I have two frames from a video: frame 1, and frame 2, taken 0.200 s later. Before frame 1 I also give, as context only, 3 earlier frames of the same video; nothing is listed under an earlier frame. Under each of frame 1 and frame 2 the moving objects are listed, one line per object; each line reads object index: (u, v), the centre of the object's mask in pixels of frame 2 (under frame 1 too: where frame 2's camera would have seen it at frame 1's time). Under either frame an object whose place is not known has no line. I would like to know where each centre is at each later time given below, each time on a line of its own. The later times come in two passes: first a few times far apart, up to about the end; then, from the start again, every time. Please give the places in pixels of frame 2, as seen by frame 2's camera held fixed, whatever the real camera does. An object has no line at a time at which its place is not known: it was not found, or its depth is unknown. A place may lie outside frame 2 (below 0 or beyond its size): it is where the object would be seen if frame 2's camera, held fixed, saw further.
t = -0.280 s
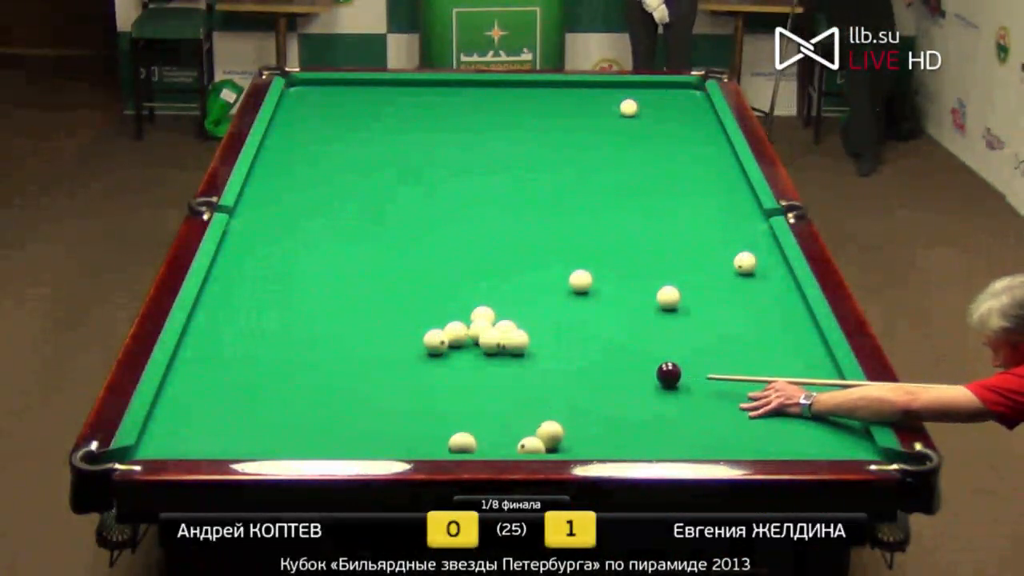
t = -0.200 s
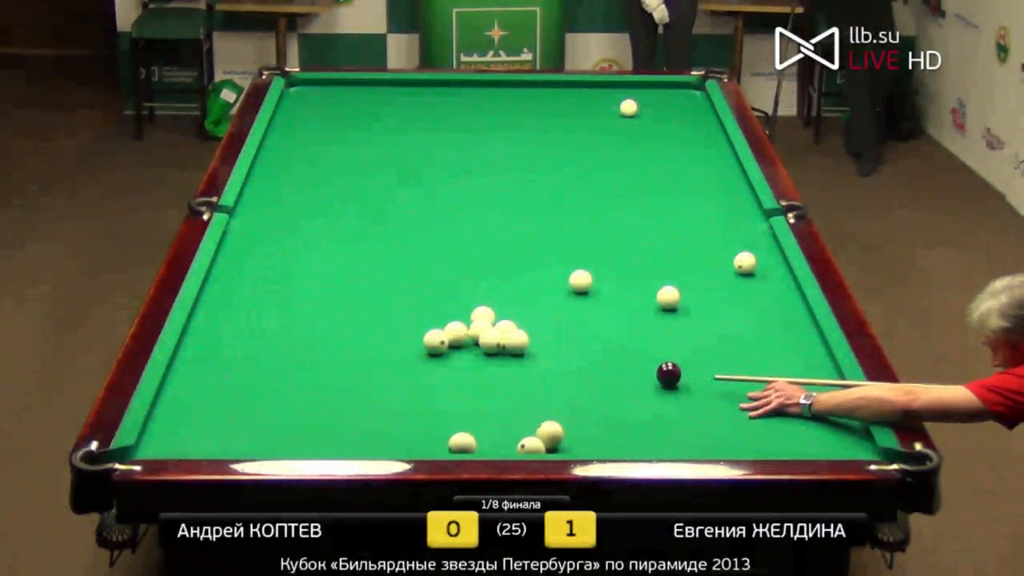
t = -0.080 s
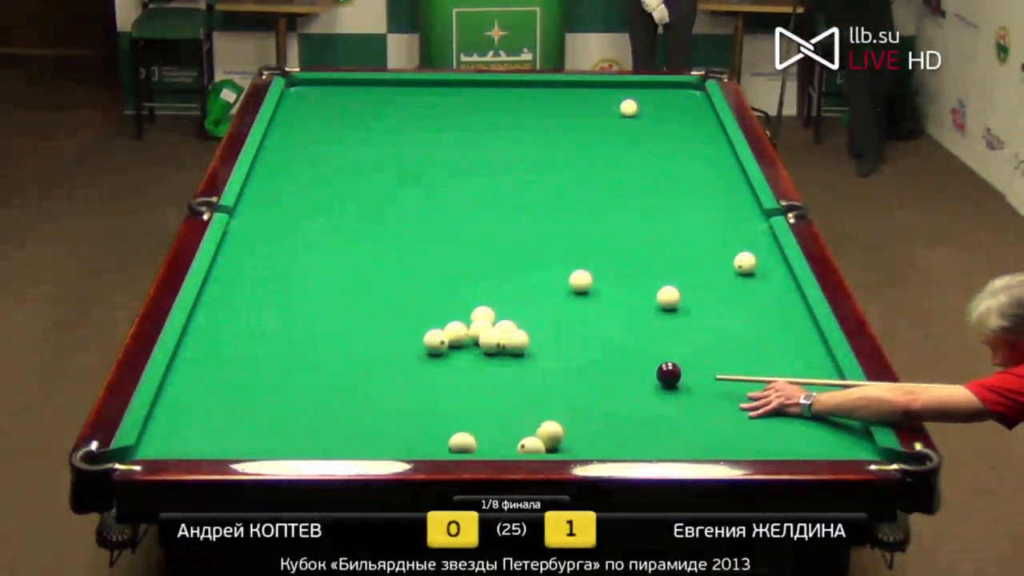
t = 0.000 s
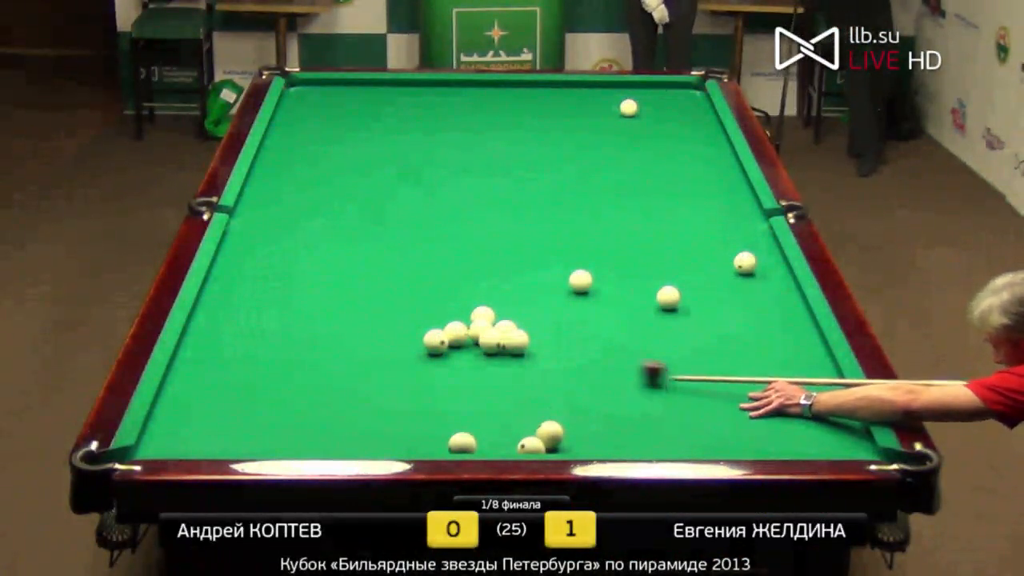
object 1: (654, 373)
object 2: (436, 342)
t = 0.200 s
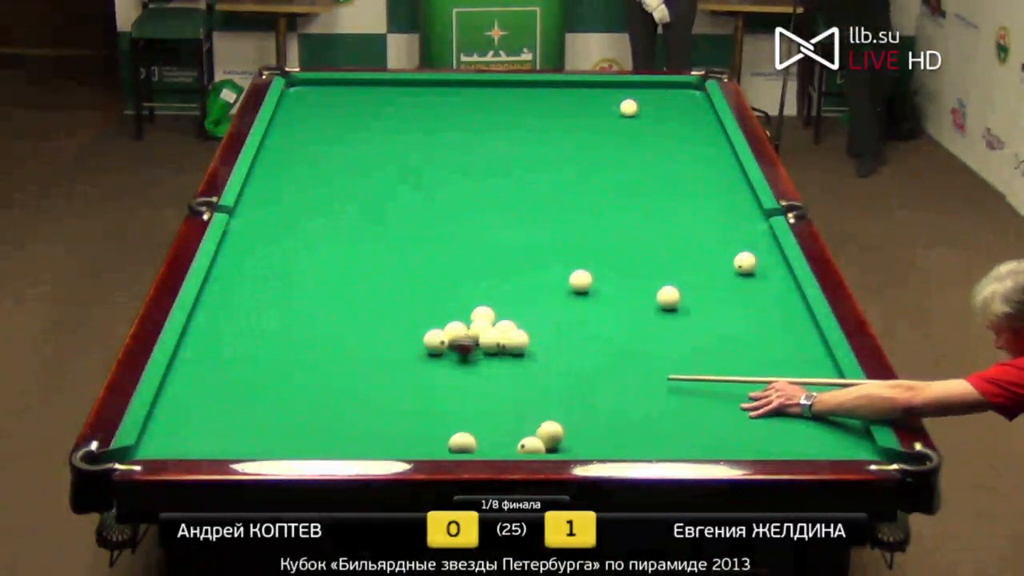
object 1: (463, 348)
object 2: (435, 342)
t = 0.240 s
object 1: (451, 351)
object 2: (417, 336)
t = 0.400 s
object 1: (428, 363)
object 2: (331, 313)
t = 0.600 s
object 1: (402, 376)
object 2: (247, 290)
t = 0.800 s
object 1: (376, 391)
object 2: (251, 273)
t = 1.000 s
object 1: (349, 405)
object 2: (301, 260)
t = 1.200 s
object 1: (322, 419)
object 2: (346, 249)
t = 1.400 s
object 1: (294, 433)
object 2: (388, 237)
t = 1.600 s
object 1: (267, 443)
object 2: (428, 226)
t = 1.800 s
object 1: (251, 443)
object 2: (466, 216)
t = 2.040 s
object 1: (239, 438)
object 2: (508, 205)
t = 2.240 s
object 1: (231, 433)
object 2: (542, 195)
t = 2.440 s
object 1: (223, 427)
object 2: (573, 187)
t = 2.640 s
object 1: (215, 422)
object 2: (604, 178)
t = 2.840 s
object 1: (208, 417)
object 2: (632, 171)
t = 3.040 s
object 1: (203, 412)
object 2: (660, 163)
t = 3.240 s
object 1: (197, 408)
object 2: (686, 156)
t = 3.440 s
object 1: (191, 404)
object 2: (711, 149)
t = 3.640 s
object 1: (187, 401)
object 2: (717, 144)
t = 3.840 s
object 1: (183, 399)
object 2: (701, 140)
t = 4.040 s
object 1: (179, 396)
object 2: (687, 136)
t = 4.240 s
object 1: (176, 394)
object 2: (673, 132)
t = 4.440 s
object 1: (173, 392)
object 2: (659, 128)
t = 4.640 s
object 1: (171, 390)
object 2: (647, 125)
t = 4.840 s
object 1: (172, 389)
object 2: (635, 121)
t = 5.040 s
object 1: (173, 389)
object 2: (623, 119)
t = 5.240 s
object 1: (173, 389)
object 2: (612, 116)
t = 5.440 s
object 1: (173, 389)
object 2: (601, 113)
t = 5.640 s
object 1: (173, 389)
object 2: (591, 110)
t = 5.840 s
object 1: (173, 389)
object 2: (582, 108)
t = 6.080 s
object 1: (173, 389)
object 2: (571, 105)
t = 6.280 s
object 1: (173, 389)
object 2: (562, 103)
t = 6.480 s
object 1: (173, 388)
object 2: (555, 101)
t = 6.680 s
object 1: (173, 388)
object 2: (547, 99)
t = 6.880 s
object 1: (173, 389)
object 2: (540, 97)
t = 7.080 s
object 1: (173, 388)
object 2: (533, 96)
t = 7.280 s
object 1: (173, 389)
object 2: (527, 94)
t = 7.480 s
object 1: (173, 389)
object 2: (521, 93)
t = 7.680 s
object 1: (173, 389)
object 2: (516, 91)
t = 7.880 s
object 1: (173, 389)
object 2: (510, 90)
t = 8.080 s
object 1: (173, 388)
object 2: (505, 89)
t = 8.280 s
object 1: (173, 388)
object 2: (501, 88)
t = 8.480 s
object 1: (173, 389)
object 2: (497, 87)
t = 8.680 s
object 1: (173, 388)
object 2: (493, 87)
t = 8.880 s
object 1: (173, 388)
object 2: (490, 86)
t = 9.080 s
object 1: (173, 388)
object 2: (488, 86)
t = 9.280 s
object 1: (173, 388)
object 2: (486, 85)
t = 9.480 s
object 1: (173, 388)
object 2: (485, 85)
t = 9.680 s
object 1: (173, 388)
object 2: (484, 85)
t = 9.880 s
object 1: (173, 388)
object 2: (484, 85)
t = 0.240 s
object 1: (451, 351)
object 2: (417, 336)
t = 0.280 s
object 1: (444, 353)
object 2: (394, 330)
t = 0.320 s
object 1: (439, 358)
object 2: (372, 323)
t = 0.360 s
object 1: (433, 360)
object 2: (350, 318)
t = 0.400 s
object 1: (428, 363)
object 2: (331, 313)
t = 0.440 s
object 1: (423, 365)
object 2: (312, 307)
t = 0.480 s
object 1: (418, 368)
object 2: (295, 303)
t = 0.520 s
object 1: (412, 371)
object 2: (279, 298)
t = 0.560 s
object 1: (407, 374)
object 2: (263, 294)
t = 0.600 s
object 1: (402, 376)
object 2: (247, 290)
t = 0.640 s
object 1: (397, 379)
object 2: (232, 285)
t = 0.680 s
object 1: (392, 382)
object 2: (217, 281)
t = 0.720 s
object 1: (386, 385)
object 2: (225, 278)
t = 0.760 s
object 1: (381, 388)
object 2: (239, 275)
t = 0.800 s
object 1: (376, 391)
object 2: (251, 273)
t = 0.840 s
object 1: (370, 393)
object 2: (263, 271)
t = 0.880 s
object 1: (365, 396)
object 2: (273, 268)
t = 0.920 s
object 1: (360, 399)
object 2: (283, 265)
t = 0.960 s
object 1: (354, 402)
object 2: (292, 263)
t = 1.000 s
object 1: (349, 405)
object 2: (301, 260)
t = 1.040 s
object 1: (344, 408)
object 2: (310, 258)
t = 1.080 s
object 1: (338, 410)
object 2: (319, 255)
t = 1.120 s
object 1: (333, 413)
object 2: (328, 253)
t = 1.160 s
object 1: (327, 416)
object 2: (337, 251)
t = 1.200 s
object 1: (322, 419)
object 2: (346, 249)
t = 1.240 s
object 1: (316, 422)
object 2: (354, 246)
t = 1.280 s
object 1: (311, 425)
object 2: (363, 244)
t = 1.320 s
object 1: (305, 428)
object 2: (371, 242)
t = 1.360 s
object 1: (300, 431)
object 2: (380, 239)
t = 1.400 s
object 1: (294, 433)
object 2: (388, 237)
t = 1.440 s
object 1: (288, 436)
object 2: (396, 235)
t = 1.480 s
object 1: (283, 438)
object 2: (404, 233)
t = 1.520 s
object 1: (278, 440)
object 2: (412, 231)
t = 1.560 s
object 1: (272, 442)
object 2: (420, 228)
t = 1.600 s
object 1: (267, 443)
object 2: (428, 226)
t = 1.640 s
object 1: (261, 445)
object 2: (436, 224)
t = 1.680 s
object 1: (256, 446)
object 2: (443, 222)
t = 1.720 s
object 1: (255, 445)
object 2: (451, 220)
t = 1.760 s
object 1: (253, 444)
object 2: (458, 218)
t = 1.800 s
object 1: (251, 443)
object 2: (466, 216)
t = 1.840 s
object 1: (249, 442)
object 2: (473, 214)
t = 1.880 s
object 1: (247, 441)
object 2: (480, 212)
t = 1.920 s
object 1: (245, 441)
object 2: (487, 210)
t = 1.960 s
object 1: (243, 440)
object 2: (494, 208)
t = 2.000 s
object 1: (241, 439)
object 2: (501, 206)
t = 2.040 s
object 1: (239, 438)
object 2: (508, 205)
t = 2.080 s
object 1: (238, 437)
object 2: (515, 203)
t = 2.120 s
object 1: (236, 437)
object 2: (522, 201)
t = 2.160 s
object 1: (234, 435)
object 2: (528, 199)
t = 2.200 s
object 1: (232, 434)
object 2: (535, 197)
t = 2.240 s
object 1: (231, 433)
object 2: (542, 195)
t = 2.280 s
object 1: (229, 432)
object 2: (548, 194)
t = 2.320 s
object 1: (228, 431)
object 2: (555, 192)
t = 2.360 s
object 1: (226, 430)
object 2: (561, 190)
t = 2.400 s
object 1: (224, 428)
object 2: (567, 188)
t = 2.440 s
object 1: (223, 427)
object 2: (573, 187)
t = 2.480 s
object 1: (221, 426)
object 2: (580, 185)
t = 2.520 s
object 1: (220, 425)
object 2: (586, 183)
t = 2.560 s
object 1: (218, 424)
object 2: (592, 182)
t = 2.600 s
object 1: (217, 423)
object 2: (598, 180)
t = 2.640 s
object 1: (215, 422)
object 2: (604, 178)
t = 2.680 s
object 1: (214, 421)
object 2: (610, 177)
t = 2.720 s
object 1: (212, 420)
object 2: (615, 175)
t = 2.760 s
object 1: (211, 419)
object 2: (621, 174)
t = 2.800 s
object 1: (210, 418)
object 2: (627, 172)
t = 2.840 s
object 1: (208, 417)
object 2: (632, 171)
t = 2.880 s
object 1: (207, 416)
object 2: (638, 169)
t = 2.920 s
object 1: (206, 415)
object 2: (644, 167)
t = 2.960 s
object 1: (205, 414)
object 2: (649, 166)
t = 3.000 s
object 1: (204, 413)
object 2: (655, 165)
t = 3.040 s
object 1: (203, 412)
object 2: (660, 163)
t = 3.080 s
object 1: (202, 412)
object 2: (665, 162)
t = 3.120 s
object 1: (200, 411)
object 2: (671, 160)
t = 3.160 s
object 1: (199, 410)
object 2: (676, 159)
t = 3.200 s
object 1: (198, 409)
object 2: (681, 157)
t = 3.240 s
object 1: (197, 408)
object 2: (686, 156)
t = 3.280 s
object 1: (196, 407)
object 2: (691, 155)
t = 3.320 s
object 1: (194, 407)
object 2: (696, 153)
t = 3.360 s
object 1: (193, 406)
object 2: (701, 152)
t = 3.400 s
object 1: (192, 405)
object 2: (706, 151)
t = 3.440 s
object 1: (191, 404)
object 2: (711, 149)
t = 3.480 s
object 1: (191, 404)
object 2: (715, 148)
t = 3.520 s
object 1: (190, 403)
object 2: (720, 147)
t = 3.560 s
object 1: (189, 403)
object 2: (724, 145)
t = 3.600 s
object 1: (188, 402)
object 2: (720, 144)
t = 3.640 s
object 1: (187, 401)
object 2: (717, 144)
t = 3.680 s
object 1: (186, 400)
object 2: (713, 143)
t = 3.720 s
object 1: (185, 400)
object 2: (710, 142)
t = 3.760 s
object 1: (184, 399)
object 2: (707, 141)
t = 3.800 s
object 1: (184, 399)
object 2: (704, 140)
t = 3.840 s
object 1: (183, 399)
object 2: (701, 140)
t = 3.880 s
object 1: (182, 398)
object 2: (698, 139)
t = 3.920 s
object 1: (181, 397)
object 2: (695, 138)
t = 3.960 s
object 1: (181, 397)
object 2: (692, 137)
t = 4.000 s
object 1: (180, 396)
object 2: (690, 136)
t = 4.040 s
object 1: (179, 396)
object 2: (687, 136)
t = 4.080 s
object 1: (178, 395)
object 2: (684, 135)
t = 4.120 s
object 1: (178, 395)
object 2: (681, 134)
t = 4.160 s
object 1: (177, 395)
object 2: (678, 133)
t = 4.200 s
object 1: (176, 394)
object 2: (675, 132)
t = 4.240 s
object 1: (176, 394)
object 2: (673, 132)
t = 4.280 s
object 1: (175, 393)
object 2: (670, 131)
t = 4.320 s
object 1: (175, 393)
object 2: (667, 130)
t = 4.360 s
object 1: (174, 393)
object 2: (665, 130)
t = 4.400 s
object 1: (173, 392)
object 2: (662, 129)
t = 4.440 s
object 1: (173, 392)
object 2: (659, 128)
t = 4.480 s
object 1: (172, 391)
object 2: (657, 128)
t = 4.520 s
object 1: (172, 391)
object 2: (654, 127)
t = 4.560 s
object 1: (171, 391)
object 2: (652, 126)
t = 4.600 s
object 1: (171, 391)
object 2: (649, 125)
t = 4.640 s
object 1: (171, 390)
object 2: (647, 125)
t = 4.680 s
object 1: (171, 390)
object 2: (644, 124)
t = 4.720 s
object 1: (172, 390)
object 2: (642, 123)
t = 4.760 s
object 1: (172, 390)
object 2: (640, 123)
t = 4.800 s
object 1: (172, 390)
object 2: (637, 122)
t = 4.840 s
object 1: (172, 389)
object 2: (635, 121)
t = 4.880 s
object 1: (172, 389)
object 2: (632, 121)
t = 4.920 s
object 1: (172, 389)
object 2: (630, 121)
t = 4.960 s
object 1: (173, 389)
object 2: (628, 120)
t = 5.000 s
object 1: (173, 389)
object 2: (625, 119)
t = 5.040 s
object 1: (173, 389)
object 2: (623, 119)
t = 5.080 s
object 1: (173, 389)
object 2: (620, 118)
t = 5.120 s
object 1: (173, 389)
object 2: (618, 116)
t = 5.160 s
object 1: (173, 389)
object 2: (616, 117)
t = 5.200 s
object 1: (173, 389)
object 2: (614, 116)
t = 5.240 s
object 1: (173, 389)
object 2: (612, 116)
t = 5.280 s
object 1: (173, 389)
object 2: (610, 115)
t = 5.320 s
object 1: (173, 389)
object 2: (608, 114)
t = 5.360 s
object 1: (173, 389)
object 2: (605, 114)
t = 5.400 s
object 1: (173, 389)
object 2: (603, 113)
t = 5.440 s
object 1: (173, 389)
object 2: (601, 113)
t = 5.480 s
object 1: (173, 389)
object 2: (599, 112)
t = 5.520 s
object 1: (173, 389)
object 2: (597, 112)
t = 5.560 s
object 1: (173, 389)
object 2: (595, 112)
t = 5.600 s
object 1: (173, 389)
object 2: (593, 111)
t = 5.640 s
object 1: (173, 389)
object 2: (591, 110)
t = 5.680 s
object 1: (173, 389)
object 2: (589, 110)
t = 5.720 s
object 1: (173, 389)
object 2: (587, 109)
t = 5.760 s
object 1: (173, 389)
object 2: (586, 109)
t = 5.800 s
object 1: (173, 389)
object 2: (584, 108)
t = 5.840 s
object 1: (173, 389)
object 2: (582, 108)
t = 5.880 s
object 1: (173, 389)
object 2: (580, 107)
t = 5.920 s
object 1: (173, 389)
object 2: (578, 107)
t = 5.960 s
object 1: (173, 388)
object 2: (576, 106)
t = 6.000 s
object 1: (173, 389)
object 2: (575, 106)
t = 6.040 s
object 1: (173, 389)
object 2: (573, 106)
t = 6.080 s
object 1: (173, 389)
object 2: (571, 105)
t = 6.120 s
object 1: (173, 388)
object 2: (569, 105)
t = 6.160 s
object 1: (173, 388)
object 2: (567, 104)
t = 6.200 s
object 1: (173, 388)
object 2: (566, 104)
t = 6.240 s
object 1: (173, 389)
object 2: (564, 104)
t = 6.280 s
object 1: (173, 389)
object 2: (562, 103)
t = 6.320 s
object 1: (173, 389)
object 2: (561, 103)
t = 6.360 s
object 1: (173, 389)
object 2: (559, 102)
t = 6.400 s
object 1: (173, 389)
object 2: (558, 102)
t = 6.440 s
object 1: (173, 388)
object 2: (556, 101)
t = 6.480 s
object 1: (173, 388)
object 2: (555, 101)
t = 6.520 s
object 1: (173, 389)
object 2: (553, 101)
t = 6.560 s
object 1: (173, 389)
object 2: (551, 100)
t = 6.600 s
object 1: (173, 388)
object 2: (550, 100)
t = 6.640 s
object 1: (173, 388)
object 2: (548, 99)
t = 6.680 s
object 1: (173, 388)
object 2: (547, 99)
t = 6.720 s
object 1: (173, 388)
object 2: (546, 99)
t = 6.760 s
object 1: (173, 388)
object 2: (544, 98)
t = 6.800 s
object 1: (173, 388)
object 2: (543, 98)
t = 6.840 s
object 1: (173, 388)
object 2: (541, 97)
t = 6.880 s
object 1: (173, 389)
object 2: (540, 97)
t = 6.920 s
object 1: (173, 388)
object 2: (538, 97)
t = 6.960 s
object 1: (173, 389)
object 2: (537, 97)
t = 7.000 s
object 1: (173, 388)
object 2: (536, 96)
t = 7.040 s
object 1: (173, 388)
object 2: (535, 96)
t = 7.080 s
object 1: (173, 388)
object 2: (533, 96)
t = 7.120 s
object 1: (173, 389)
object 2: (532, 95)
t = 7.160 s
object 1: (173, 389)
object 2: (531, 95)
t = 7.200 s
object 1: (173, 389)
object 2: (529, 95)
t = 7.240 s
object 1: (173, 389)
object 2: (528, 94)
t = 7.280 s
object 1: (173, 389)
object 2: (527, 94)
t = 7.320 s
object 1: (173, 389)
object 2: (526, 94)
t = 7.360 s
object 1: (173, 388)
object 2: (525, 93)
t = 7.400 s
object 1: (173, 389)
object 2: (524, 93)
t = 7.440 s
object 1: (173, 389)
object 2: (522, 93)
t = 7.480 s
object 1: (173, 389)
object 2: (521, 93)
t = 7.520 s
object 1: (173, 388)
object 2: (520, 92)
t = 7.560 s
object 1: (173, 389)
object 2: (519, 92)
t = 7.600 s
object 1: (173, 389)
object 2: (518, 92)
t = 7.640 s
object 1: (173, 389)
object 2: (517, 91)
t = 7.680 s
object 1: (173, 389)
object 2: (516, 91)
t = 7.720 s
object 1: (173, 389)
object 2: (514, 91)
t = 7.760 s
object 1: (173, 389)
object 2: (513, 91)
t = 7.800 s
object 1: (173, 389)
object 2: (512, 90)
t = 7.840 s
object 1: (173, 388)
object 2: (511, 90)
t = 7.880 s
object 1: (173, 389)
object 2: (510, 90)
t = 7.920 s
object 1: (173, 388)
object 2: (509, 90)
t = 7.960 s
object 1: (173, 389)
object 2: (508, 89)
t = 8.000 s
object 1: (173, 389)
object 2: (507, 89)
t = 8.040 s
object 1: (173, 388)
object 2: (506, 89)
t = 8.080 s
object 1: (173, 388)
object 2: (505, 89)
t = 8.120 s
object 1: (173, 389)
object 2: (504, 89)
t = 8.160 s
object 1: (173, 389)
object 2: (503, 88)
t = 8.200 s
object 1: (173, 389)
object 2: (503, 88)
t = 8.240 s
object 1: (173, 388)
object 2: (502, 88)
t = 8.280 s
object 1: (173, 388)
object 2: (501, 88)
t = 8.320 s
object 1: (173, 389)
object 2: (500, 88)
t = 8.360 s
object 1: (173, 388)
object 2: (499, 88)
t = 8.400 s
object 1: (173, 389)
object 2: (499, 88)
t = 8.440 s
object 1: (173, 389)
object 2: (497, 87)
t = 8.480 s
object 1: (173, 389)
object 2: (497, 87)
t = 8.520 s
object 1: (173, 388)
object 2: (496, 87)
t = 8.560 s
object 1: (173, 388)
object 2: (495, 87)
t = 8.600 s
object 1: (173, 388)
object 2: (495, 87)
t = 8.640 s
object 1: (173, 389)
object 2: (494, 87)
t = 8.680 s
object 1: (173, 388)
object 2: (493, 87)
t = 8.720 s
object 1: (173, 388)
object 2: (493, 87)
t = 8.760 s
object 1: (173, 388)
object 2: (492, 86)
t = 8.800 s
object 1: (173, 388)
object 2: (491, 86)
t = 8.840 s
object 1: (173, 388)
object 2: (491, 86)
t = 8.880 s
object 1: (173, 388)
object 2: (490, 86)
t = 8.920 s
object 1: (173, 388)
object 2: (490, 86)
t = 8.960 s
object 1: (173, 388)
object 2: (489, 86)
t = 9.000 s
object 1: (173, 388)
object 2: (489, 86)
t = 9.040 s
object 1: (173, 388)
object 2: (488, 86)
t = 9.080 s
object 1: (173, 388)
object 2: (488, 86)
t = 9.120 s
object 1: (173, 388)
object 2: (488, 86)
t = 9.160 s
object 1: (173, 388)
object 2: (487, 85)
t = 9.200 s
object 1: (173, 388)
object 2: (487, 85)
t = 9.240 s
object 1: (173, 388)
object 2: (486, 85)
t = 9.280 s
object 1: (173, 388)
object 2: (486, 85)
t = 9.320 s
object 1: (173, 388)
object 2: (486, 85)
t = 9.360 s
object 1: (173, 388)
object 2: (485, 85)
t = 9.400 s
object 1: (173, 388)
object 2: (485, 85)
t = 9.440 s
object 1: (173, 388)
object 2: (485, 85)
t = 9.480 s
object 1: (173, 388)
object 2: (485, 85)
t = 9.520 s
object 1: (173, 388)
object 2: (484, 85)
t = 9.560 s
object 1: (173, 388)
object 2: (484, 85)
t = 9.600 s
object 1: (173, 388)
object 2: (484, 85)
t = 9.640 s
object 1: (173, 388)
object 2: (484, 85)
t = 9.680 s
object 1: (173, 388)
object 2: (484, 85)
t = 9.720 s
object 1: (173, 388)
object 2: (484, 85)
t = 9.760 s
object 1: (173, 389)
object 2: (484, 85)
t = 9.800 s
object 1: (173, 388)
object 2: (484, 85)
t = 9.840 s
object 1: (173, 388)
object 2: (484, 85)
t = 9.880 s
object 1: (173, 388)
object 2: (484, 85)
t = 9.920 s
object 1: (173, 389)
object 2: (483, 84)
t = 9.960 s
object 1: (173, 389)
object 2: (483, 85)
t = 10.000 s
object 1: (173, 389)
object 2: (483, 85)
